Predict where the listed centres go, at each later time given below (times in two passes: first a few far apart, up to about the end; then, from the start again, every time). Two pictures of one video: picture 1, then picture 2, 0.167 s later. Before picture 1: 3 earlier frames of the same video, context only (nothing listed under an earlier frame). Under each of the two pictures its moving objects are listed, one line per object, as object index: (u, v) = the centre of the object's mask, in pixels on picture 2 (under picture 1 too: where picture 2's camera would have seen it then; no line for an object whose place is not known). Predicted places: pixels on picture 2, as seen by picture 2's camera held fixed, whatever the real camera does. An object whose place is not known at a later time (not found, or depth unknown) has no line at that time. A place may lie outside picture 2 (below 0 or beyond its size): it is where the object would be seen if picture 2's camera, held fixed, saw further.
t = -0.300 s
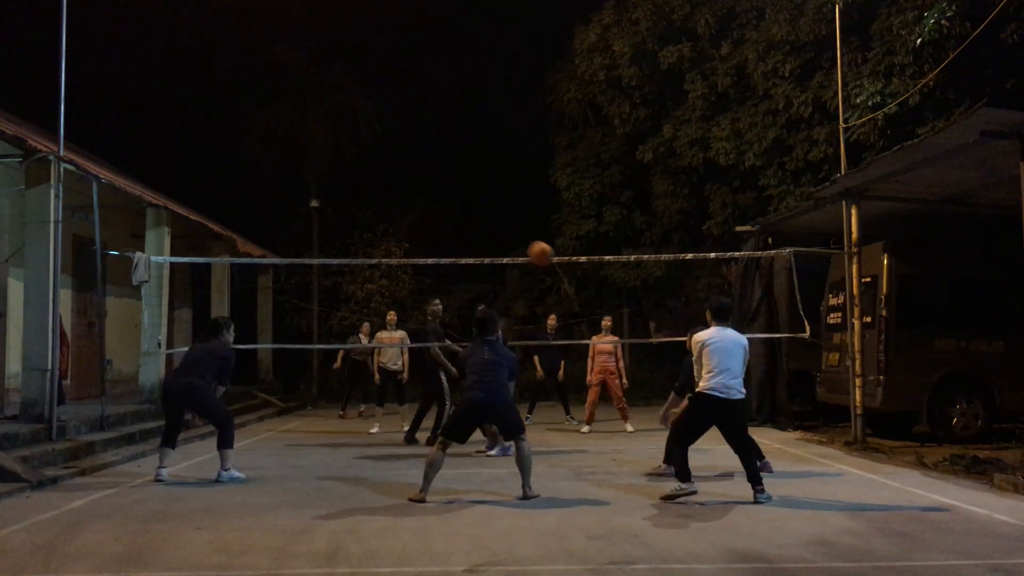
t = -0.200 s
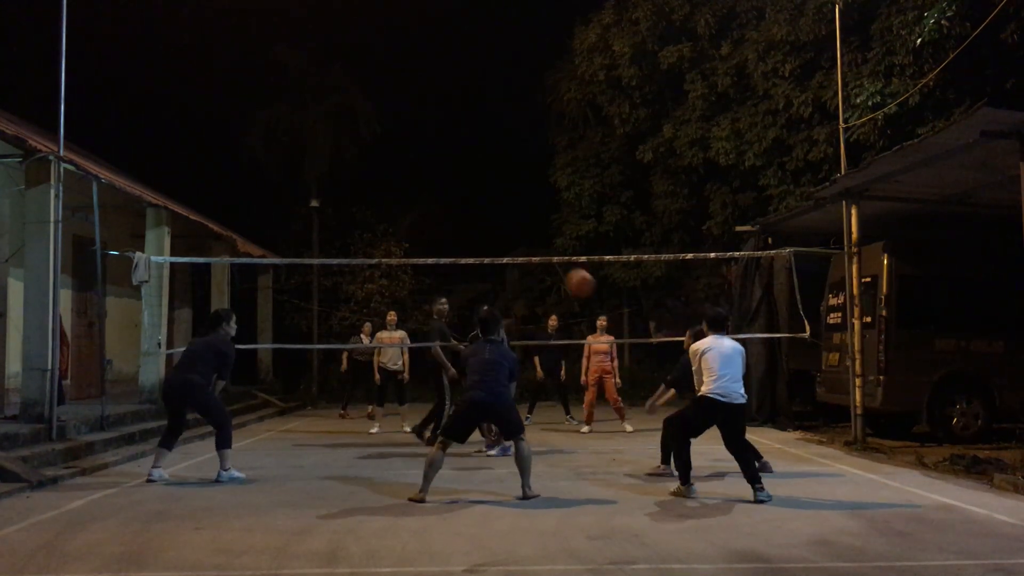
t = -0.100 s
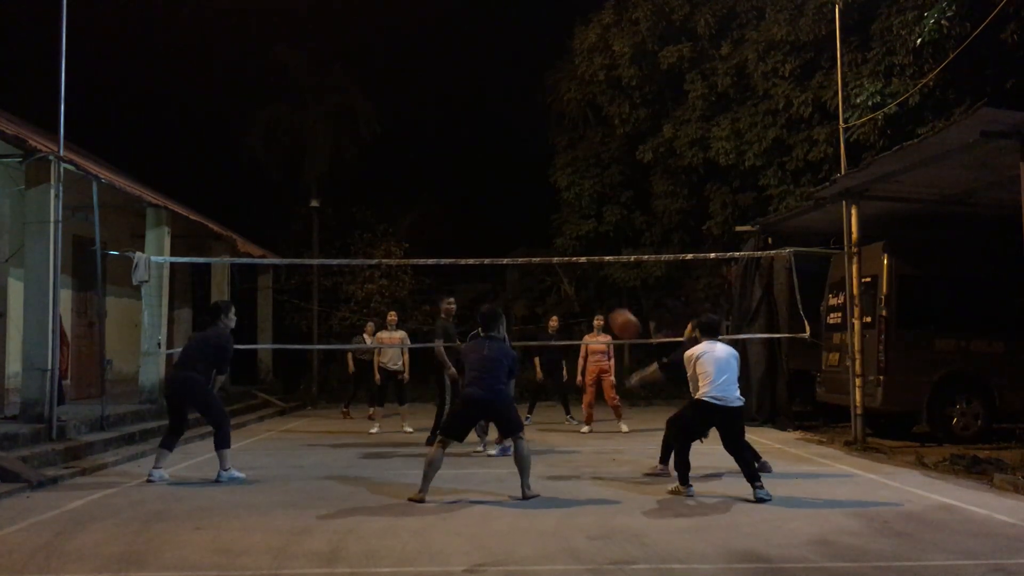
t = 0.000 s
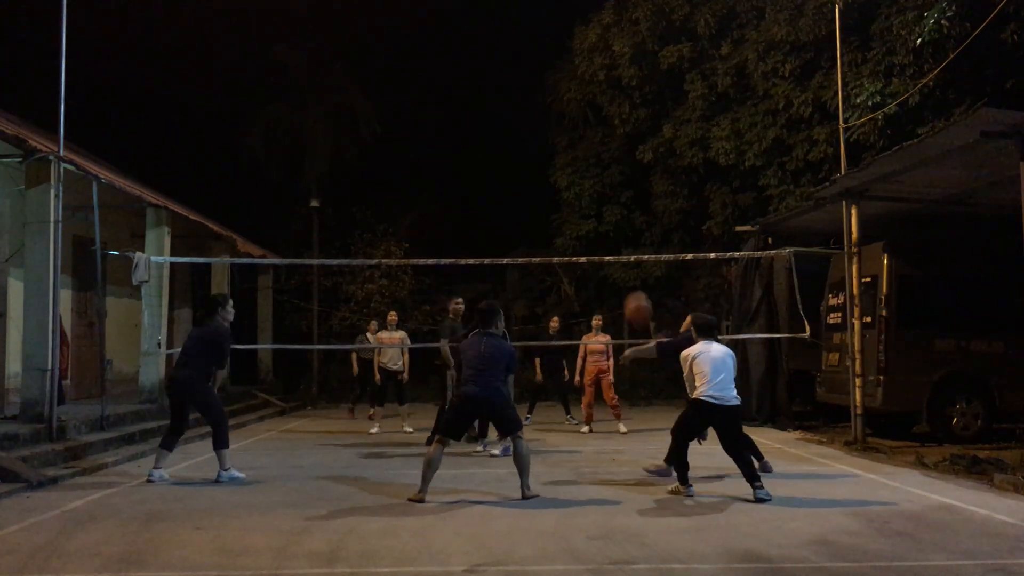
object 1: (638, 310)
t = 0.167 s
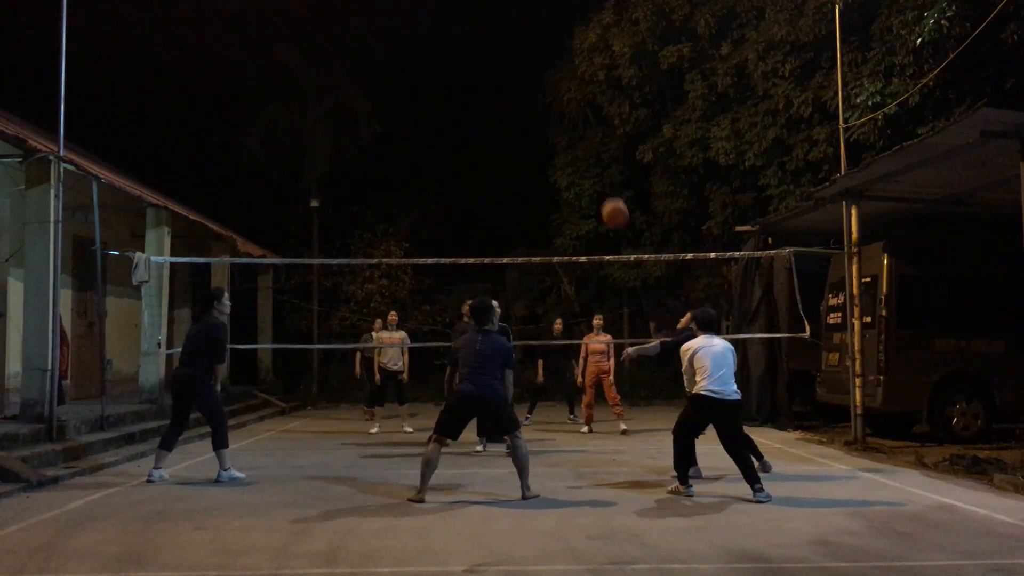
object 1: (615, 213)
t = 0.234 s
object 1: (606, 187)
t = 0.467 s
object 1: (577, 134)
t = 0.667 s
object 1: (556, 134)
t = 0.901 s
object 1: (534, 178)
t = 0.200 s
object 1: (610, 199)
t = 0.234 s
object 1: (606, 187)
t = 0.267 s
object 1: (601, 175)
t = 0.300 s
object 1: (597, 165)
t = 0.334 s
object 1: (592, 157)
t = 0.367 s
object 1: (588, 149)
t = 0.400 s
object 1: (584, 143)
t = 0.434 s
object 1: (581, 138)
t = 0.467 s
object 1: (577, 134)
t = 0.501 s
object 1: (573, 131)
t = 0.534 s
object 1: (570, 130)
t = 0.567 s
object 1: (567, 129)
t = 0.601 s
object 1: (563, 130)
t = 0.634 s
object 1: (560, 131)
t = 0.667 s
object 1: (556, 134)
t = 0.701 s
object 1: (553, 138)
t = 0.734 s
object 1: (550, 142)
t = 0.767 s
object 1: (546, 148)
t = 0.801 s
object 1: (543, 154)
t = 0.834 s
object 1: (540, 161)
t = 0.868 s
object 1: (537, 170)
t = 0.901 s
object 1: (534, 178)
